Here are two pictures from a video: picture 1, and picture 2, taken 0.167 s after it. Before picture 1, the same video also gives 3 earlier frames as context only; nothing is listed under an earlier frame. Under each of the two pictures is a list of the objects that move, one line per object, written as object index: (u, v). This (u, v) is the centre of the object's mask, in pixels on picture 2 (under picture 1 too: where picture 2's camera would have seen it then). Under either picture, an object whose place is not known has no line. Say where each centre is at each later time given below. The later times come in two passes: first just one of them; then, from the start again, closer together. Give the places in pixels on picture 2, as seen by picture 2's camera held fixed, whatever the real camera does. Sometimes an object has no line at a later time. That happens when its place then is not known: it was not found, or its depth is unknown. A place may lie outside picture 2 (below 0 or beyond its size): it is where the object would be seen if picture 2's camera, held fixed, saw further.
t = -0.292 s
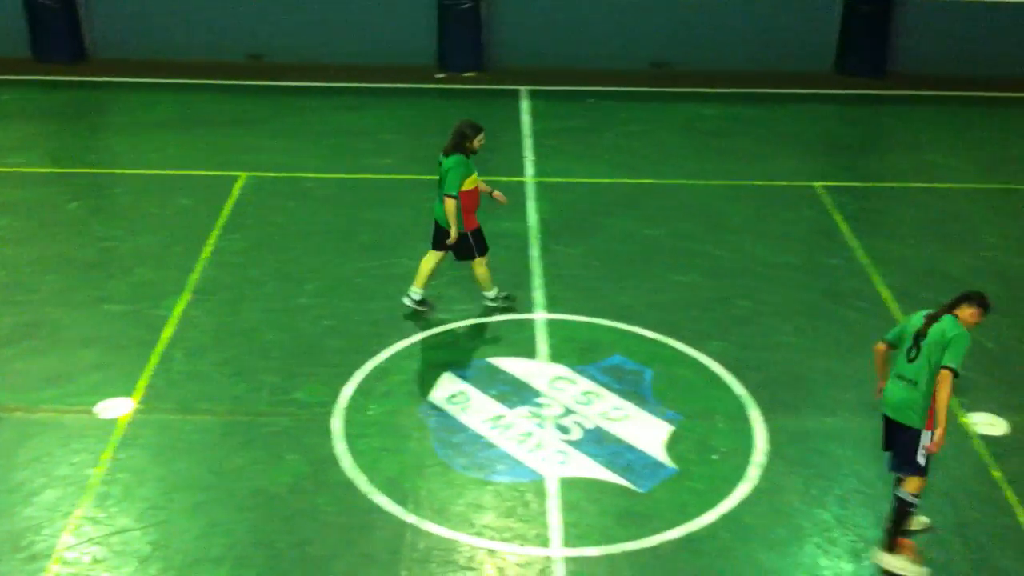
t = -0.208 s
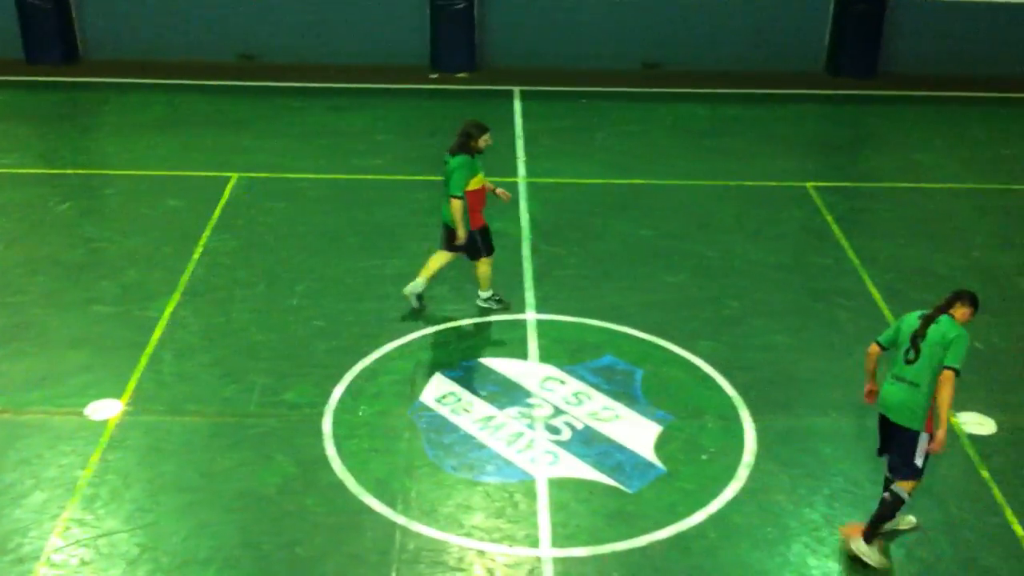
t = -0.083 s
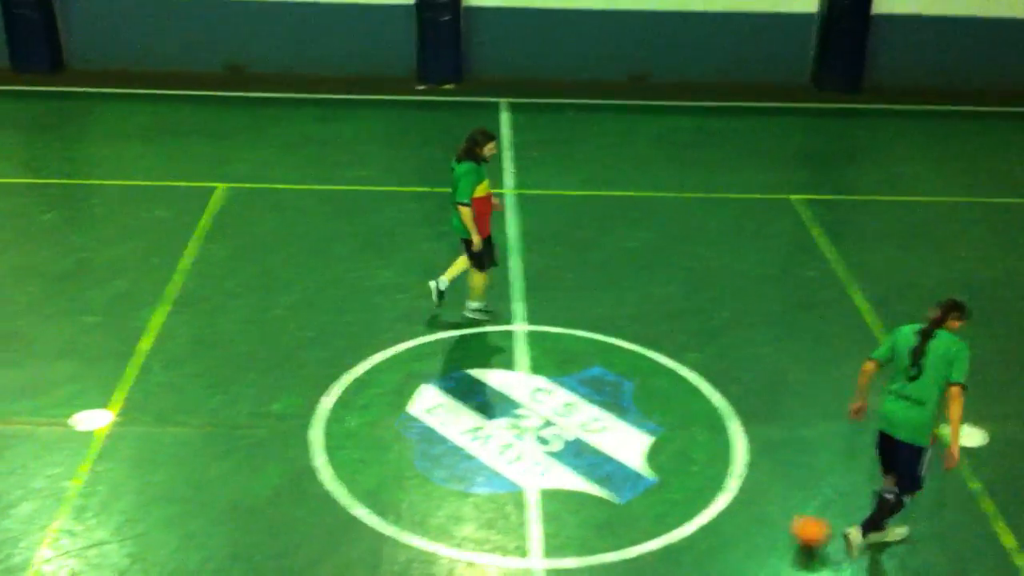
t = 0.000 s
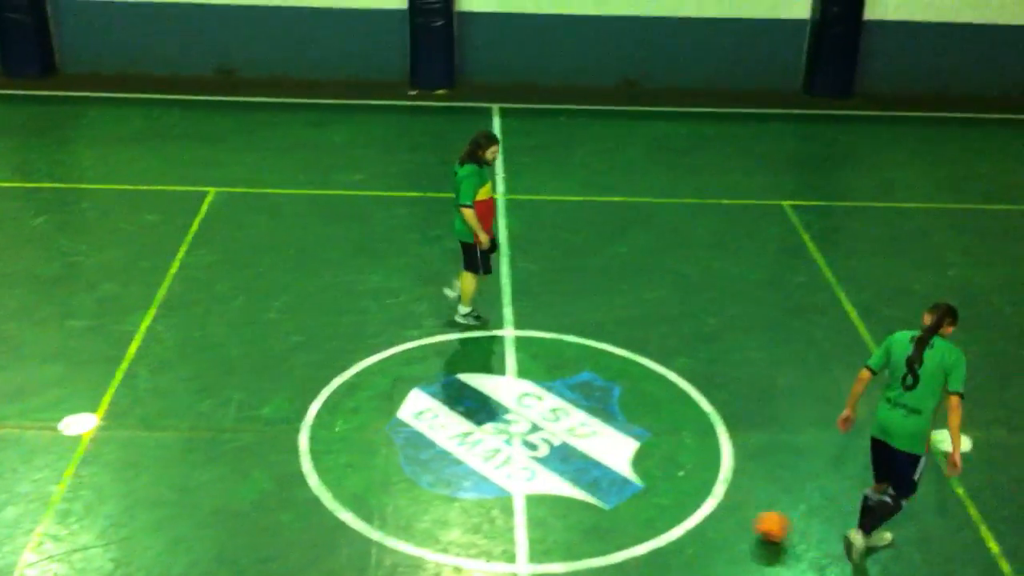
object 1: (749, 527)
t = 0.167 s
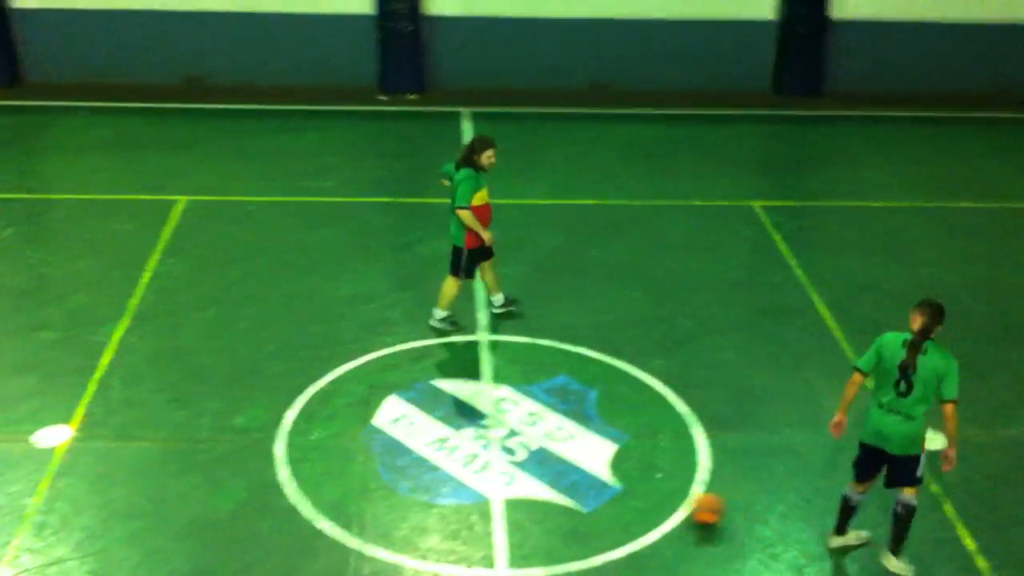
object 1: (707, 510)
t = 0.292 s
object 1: (669, 493)
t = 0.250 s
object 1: (682, 499)
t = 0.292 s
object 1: (669, 493)
